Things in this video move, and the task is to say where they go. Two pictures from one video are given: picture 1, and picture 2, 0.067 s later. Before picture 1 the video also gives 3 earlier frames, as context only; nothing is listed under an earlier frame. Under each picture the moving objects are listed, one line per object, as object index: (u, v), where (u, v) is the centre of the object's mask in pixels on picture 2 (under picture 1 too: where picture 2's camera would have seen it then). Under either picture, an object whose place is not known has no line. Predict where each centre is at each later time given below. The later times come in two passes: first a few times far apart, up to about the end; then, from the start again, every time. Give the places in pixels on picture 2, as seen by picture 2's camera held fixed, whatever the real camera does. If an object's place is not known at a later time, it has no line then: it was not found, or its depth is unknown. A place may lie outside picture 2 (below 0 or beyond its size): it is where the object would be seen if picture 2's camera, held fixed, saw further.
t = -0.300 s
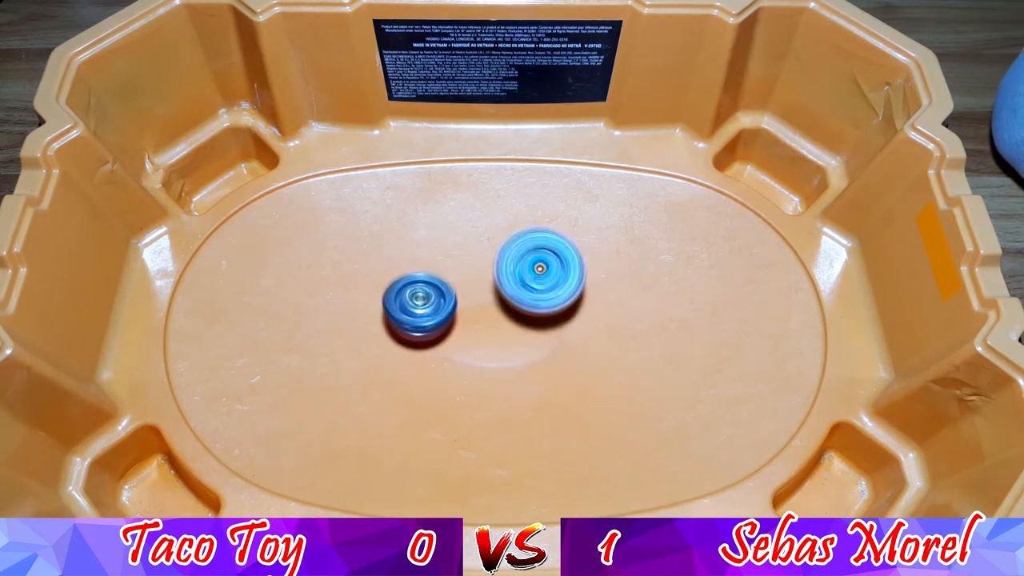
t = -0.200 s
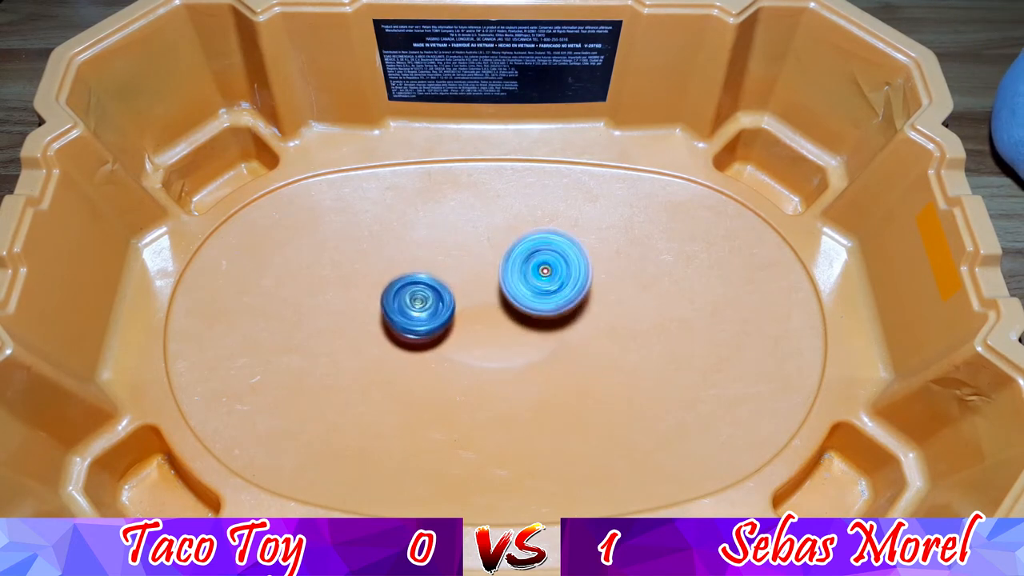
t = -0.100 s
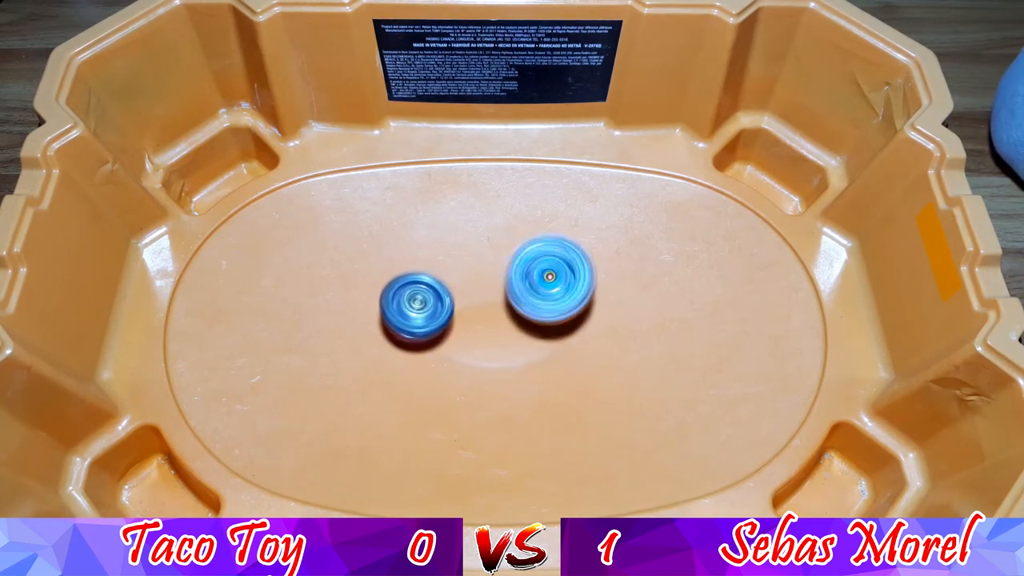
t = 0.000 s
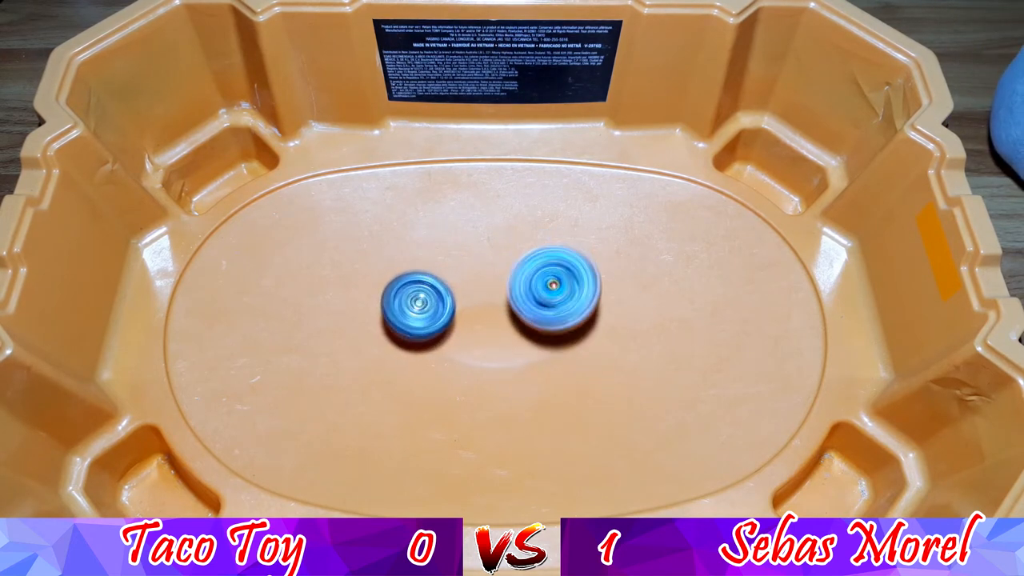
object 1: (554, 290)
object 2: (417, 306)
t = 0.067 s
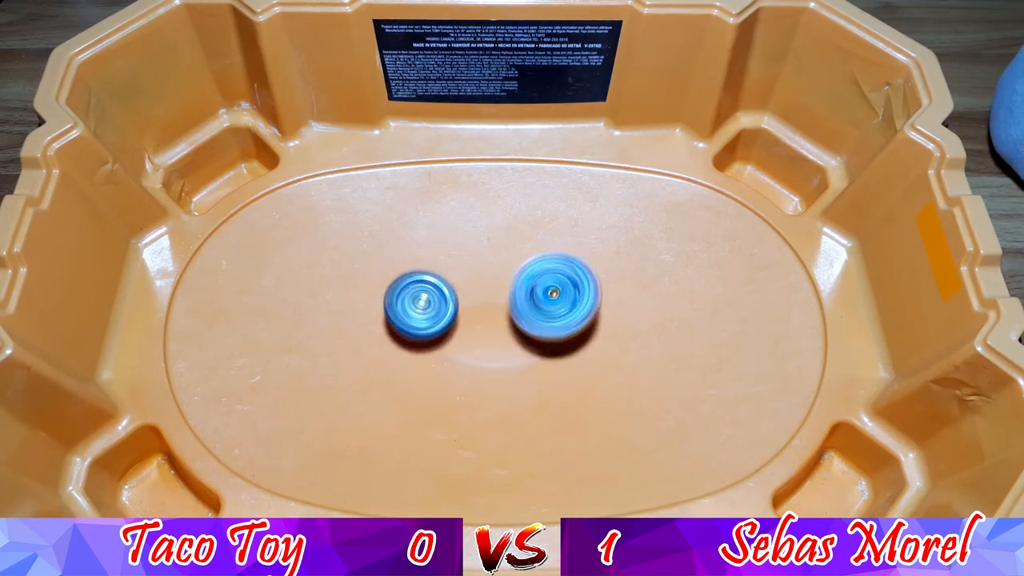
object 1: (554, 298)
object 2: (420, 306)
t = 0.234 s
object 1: (551, 318)
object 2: (432, 306)
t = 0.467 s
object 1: (541, 329)
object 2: (450, 310)
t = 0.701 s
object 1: (547, 338)
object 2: (453, 310)
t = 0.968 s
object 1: (555, 329)
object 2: (459, 314)
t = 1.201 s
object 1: (571, 320)
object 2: (459, 315)
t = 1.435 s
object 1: (567, 314)
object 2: (461, 311)
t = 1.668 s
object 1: (560, 316)
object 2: (467, 305)
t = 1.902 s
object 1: (564, 326)
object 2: (467, 295)
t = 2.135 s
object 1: (561, 319)
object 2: (466, 292)
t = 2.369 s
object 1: (563, 316)
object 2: (465, 288)
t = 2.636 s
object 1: (567, 309)
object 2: (469, 291)
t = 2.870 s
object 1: (566, 305)
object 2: (473, 291)
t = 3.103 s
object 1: (583, 313)
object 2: (444, 282)
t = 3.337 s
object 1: (570, 314)
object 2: (449, 293)
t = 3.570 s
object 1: (554, 313)
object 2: (456, 302)
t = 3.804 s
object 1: (552, 305)
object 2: (467, 298)
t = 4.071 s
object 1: (571, 298)
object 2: (456, 294)
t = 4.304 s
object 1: (570, 301)
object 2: (437, 283)
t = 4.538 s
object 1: (556, 311)
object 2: (454, 289)
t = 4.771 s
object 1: (577, 324)
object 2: (469, 288)
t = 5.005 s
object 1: (575, 326)
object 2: (475, 292)
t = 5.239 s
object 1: (566, 313)
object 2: (477, 294)
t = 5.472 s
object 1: (574, 326)
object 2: (465, 277)
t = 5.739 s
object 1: (582, 334)
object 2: (435, 237)
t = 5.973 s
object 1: (571, 321)
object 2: (450, 263)
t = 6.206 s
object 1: (584, 318)
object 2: (470, 317)
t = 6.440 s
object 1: (617, 321)
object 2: (419, 331)
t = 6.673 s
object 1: (581, 315)
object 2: (422, 320)
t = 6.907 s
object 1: (570, 285)
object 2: (462, 302)
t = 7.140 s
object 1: (622, 305)
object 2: (487, 292)
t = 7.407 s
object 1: (666, 310)
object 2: (496, 299)
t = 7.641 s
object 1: (617, 321)
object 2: (496, 302)
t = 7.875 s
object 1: (583, 310)
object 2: (484, 290)
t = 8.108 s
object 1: (571, 314)
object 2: (487, 262)
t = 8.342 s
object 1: (575, 329)
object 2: (489, 261)
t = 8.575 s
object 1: (558, 337)
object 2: (484, 262)
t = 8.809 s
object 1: (562, 326)
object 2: (478, 280)
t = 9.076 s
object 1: (542, 330)
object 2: (460, 285)
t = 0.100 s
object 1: (554, 303)
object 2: (422, 306)
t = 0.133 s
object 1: (553, 308)
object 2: (424, 305)
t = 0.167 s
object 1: (552, 312)
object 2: (427, 306)
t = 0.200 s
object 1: (551, 315)
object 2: (429, 306)
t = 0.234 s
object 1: (551, 318)
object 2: (432, 306)
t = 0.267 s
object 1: (550, 321)
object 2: (434, 307)
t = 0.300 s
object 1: (549, 324)
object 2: (438, 308)
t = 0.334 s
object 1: (547, 326)
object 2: (440, 309)
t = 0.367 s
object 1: (545, 328)
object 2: (443, 309)
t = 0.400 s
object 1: (544, 329)
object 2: (445, 309)
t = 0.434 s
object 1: (543, 330)
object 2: (448, 310)
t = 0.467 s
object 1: (541, 329)
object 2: (450, 310)
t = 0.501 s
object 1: (540, 331)
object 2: (453, 311)
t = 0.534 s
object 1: (538, 331)
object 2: (455, 312)
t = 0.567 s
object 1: (539, 331)
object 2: (454, 312)
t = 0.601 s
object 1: (543, 334)
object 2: (452, 311)
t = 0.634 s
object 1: (545, 336)
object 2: (451, 310)
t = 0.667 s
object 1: (547, 337)
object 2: (452, 310)
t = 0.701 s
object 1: (547, 338)
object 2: (453, 310)
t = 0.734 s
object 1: (549, 337)
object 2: (454, 310)
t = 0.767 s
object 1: (549, 336)
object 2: (455, 310)
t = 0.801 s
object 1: (549, 335)
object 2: (456, 311)
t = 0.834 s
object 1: (550, 334)
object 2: (457, 311)
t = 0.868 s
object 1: (551, 333)
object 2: (458, 312)
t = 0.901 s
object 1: (552, 332)
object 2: (458, 313)
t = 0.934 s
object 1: (553, 331)
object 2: (459, 313)
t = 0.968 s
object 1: (555, 329)
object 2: (459, 314)
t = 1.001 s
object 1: (558, 326)
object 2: (459, 315)
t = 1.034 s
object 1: (561, 326)
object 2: (459, 315)
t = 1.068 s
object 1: (565, 325)
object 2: (459, 315)
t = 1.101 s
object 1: (567, 324)
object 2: (459, 316)
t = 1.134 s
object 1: (569, 323)
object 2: (459, 316)
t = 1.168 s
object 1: (570, 322)
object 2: (459, 316)
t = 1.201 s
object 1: (571, 320)
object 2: (459, 315)
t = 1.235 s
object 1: (571, 318)
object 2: (459, 315)
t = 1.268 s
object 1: (571, 318)
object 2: (459, 314)
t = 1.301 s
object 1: (572, 316)
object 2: (459, 314)
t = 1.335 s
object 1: (570, 316)
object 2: (459, 313)
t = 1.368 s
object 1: (569, 315)
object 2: (460, 312)
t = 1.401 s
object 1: (567, 315)
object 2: (460, 311)
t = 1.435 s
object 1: (567, 314)
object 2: (461, 311)
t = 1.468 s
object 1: (566, 313)
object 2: (462, 310)
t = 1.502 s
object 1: (565, 314)
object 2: (462, 309)
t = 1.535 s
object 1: (565, 313)
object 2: (463, 308)
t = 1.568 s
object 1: (563, 314)
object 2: (464, 308)
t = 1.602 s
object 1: (562, 315)
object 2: (465, 306)
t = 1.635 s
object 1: (561, 316)
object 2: (466, 306)
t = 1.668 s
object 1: (560, 316)
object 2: (467, 305)
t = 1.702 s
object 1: (558, 317)
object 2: (469, 305)
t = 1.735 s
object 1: (558, 317)
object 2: (471, 304)
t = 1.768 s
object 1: (558, 318)
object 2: (472, 303)
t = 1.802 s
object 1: (557, 318)
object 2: (473, 303)
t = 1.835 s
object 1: (560, 321)
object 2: (471, 301)
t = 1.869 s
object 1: (563, 324)
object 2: (469, 298)
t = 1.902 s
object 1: (564, 326)
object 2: (467, 295)
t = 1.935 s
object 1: (563, 326)
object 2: (467, 295)
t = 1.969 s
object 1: (563, 324)
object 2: (467, 294)
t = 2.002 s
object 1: (562, 323)
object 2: (467, 294)
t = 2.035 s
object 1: (563, 321)
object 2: (467, 294)
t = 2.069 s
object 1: (562, 321)
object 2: (466, 293)
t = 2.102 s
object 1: (562, 321)
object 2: (467, 293)
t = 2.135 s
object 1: (561, 319)
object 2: (466, 292)
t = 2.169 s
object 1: (561, 319)
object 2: (466, 291)
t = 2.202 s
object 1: (561, 318)
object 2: (466, 290)
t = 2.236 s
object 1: (561, 319)
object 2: (466, 290)
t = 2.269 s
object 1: (561, 318)
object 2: (466, 289)
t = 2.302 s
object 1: (562, 318)
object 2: (465, 288)
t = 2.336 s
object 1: (563, 317)
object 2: (465, 288)
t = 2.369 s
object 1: (563, 316)
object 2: (465, 288)
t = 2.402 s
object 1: (565, 315)
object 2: (465, 288)
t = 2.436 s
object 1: (565, 315)
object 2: (465, 288)
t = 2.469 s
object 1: (566, 314)
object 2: (465, 288)
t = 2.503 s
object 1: (566, 313)
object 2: (466, 288)
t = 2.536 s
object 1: (567, 312)
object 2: (466, 289)
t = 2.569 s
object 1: (567, 311)
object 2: (467, 289)
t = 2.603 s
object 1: (567, 310)
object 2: (468, 290)
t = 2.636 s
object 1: (567, 309)
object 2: (469, 291)
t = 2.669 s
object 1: (566, 308)
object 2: (470, 291)
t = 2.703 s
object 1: (566, 306)
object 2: (472, 291)
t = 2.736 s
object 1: (565, 305)
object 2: (474, 292)
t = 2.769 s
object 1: (564, 304)
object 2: (475, 292)
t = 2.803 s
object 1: (562, 303)
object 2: (476, 293)
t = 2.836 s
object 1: (562, 302)
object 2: (478, 293)
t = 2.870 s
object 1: (566, 305)
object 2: (473, 291)
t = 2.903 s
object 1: (572, 307)
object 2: (462, 288)
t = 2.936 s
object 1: (578, 308)
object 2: (453, 285)
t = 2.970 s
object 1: (581, 310)
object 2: (450, 283)
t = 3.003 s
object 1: (583, 311)
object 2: (446, 282)
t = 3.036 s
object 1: (584, 312)
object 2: (445, 282)
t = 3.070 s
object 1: (583, 312)
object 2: (445, 282)
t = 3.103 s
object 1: (583, 313)
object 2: (444, 282)
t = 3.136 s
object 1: (582, 313)
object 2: (444, 283)
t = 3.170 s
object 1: (581, 312)
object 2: (446, 285)
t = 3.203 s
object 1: (580, 313)
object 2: (445, 286)
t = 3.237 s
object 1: (579, 313)
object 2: (446, 288)
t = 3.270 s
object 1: (576, 313)
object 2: (448, 290)
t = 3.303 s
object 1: (573, 315)
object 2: (448, 291)
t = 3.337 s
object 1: (570, 314)
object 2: (449, 293)
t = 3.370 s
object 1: (566, 315)
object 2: (451, 295)
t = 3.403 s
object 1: (563, 313)
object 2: (451, 296)
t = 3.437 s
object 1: (560, 313)
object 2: (451, 298)
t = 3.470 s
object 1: (558, 313)
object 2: (453, 300)
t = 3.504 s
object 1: (556, 313)
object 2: (454, 300)
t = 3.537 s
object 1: (555, 313)
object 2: (455, 302)
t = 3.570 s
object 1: (554, 313)
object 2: (456, 302)
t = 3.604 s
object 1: (553, 312)
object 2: (457, 300)
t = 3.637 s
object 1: (553, 311)
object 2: (458, 301)
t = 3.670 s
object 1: (552, 310)
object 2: (460, 300)
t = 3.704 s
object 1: (552, 309)
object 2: (462, 299)
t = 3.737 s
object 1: (552, 308)
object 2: (463, 299)
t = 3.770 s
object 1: (552, 306)
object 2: (466, 297)
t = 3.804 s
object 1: (552, 305)
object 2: (467, 298)
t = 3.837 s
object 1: (553, 303)
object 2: (469, 298)
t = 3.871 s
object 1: (555, 302)
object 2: (471, 298)
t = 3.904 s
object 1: (557, 300)
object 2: (472, 299)
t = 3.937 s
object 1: (558, 298)
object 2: (473, 299)
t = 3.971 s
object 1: (561, 298)
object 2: (472, 298)
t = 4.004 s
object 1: (565, 298)
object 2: (466, 297)
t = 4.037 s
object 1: (569, 299)
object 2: (459, 295)
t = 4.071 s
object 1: (571, 298)
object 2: (456, 294)
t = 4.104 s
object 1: (572, 299)
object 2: (451, 293)
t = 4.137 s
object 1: (572, 299)
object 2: (446, 291)
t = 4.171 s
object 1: (572, 300)
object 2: (441, 288)
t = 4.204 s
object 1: (572, 300)
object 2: (438, 287)
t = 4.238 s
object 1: (571, 300)
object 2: (438, 286)
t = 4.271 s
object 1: (570, 300)
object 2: (437, 284)
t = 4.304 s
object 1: (570, 301)
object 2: (437, 283)
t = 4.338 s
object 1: (569, 303)
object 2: (439, 283)
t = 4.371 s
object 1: (568, 305)
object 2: (441, 283)
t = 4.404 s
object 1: (566, 307)
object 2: (443, 285)
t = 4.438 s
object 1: (564, 308)
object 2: (446, 286)
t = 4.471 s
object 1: (561, 310)
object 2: (448, 287)
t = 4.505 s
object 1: (558, 310)
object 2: (451, 290)
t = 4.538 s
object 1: (556, 311)
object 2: (454, 289)
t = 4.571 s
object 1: (554, 312)
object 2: (457, 291)
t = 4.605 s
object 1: (553, 311)
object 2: (462, 293)
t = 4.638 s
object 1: (553, 311)
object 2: (466, 294)
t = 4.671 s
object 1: (554, 313)
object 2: (469, 295)
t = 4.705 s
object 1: (562, 317)
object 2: (468, 290)
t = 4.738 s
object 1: (572, 321)
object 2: (467, 288)
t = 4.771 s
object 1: (577, 324)
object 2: (469, 288)
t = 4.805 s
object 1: (581, 326)
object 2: (470, 289)
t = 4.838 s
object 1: (582, 330)
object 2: (470, 290)
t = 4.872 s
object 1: (581, 328)
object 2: (471, 291)
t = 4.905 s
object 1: (580, 328)
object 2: (472, 292)
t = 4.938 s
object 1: (579, 327)
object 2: (473, 292)
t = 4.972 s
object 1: (578, 327)
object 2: (474, 292)
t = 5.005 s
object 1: (575, 326)
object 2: (475, 292)
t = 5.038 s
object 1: (573, 324)
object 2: (475, 293)
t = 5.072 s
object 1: (569, 323)
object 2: (476, 294)
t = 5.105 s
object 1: (567, 321)
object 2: (476, 294)
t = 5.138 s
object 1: (565, 319)
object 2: (476, 294)
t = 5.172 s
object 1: (565, 316)
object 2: (476, 294)
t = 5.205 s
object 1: (565, 314)
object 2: (477, 294)
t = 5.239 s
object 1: (566, 313)
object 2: (477, 294)
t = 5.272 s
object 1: (566, 313)
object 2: (478, 294)
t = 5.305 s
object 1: (565, 312)
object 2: (478, 294)
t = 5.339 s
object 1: (564, 312)
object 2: (478, 293)
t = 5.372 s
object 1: (563, 312)
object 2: (479, 293)
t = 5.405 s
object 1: (561, 312)
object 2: (479, 292)
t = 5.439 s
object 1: (564, 316)
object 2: (476, 288)
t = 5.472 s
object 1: (574, 326)
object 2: (465, 277)
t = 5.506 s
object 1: (581, 333)
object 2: (455, 268)
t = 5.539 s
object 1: (584, 339)
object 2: (448, 260)
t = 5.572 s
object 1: (585, 340)
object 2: (444, 253)
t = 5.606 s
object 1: (587, 339)
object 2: (439, 247)
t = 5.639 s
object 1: (586, 338)
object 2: (437, 241)
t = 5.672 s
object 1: (583, 338)
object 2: (435, 238)
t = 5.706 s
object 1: (582, 336)
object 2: (435, 237)
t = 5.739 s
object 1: (582, 334)
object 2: (435, 237)
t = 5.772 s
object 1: (583, 333)
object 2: (435, 239)
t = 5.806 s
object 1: (582, 331)
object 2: (434, 241)
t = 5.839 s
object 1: (579, 331)
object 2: (434, 245)
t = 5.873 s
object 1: (578, 328)
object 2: (436, 247)
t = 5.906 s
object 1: (574, 329)
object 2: (439, 253)
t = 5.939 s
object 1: (573, 324)
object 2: (443, 256)
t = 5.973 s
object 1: (571, 321)
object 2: (450, 263)
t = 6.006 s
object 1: (569, 318)
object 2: (456, 270)
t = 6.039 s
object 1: (568, 314)
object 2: (465, 279)
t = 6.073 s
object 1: (566, 313)
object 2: (471, 289)
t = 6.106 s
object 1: (566, 312)
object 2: (478, 299)
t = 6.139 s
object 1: (567, 310)
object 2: (484, 309)
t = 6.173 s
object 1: (579, 315)
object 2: (479, 313)
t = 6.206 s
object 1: (584, 318)
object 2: (470, 317)
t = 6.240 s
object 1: (596, 314)
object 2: (462, 321)
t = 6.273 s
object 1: (603, 320)
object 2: (455, 324)
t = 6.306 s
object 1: (608, 318)
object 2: (447, 328)
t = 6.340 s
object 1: (615, 316)
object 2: (439, 330)
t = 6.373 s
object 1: (615, 320)
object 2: (430, 332)
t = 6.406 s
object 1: (615, 322)
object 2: (425, 331)
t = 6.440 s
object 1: (617, 321)
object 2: (419, 331)
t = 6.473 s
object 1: (614, 322)
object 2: (414, 331)
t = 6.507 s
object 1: (609, 323)
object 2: (413, 330)
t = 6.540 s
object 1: (606, 324)
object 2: (411, 328)
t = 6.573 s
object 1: (600, 323)
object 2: (413, 326)
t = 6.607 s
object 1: (593, 322)
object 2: (415, 321)
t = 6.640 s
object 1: (587, 320)
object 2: (416, 320)
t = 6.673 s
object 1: (581, 315)
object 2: (422, 320)
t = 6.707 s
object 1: (574, 310)
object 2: (425, 315)
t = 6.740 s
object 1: (570, 305)
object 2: (431, 313)
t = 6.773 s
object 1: (568, 299)
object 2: (435, 311)
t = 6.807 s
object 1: (566, 293)
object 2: (441, 306)
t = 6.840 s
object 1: (567, 289)
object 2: (449, 307)
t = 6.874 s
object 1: (568, 287)
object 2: (452, 306)
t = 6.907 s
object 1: (570, 285)
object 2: (462, 302)
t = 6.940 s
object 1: (570, 288)
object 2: (472, 302)
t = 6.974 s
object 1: (568, 289)
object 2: (481, 303)
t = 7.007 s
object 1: (575, 292)
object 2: (485, 303)
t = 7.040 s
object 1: (583, 298)
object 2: (482, 299)
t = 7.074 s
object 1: (599, 298)
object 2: (481, 295)
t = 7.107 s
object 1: (612, 303)
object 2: (483, 294)
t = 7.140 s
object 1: (622, 305)
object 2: (487, 292)
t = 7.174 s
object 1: (634, 306)
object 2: (489, 293)
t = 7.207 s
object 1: (643, 306)
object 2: (493, 295)
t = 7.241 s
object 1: (653, 306)
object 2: (495, 296)
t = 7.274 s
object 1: (659, 308)
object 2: (495, 297)
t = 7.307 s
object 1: (665, 307)
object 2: (495, 299)
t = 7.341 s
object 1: (667, 308)
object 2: (494, 300)
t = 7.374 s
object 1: (667, 309)
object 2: (494, 298)
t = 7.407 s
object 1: (666, 310)
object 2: (496, 299)
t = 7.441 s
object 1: (664, 311)
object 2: (496, 300)
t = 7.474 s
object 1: (661, 313)
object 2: (494, 301)
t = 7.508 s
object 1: (655, 318)
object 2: (494, 303)
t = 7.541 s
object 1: (648, 322)
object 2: (496, 303)
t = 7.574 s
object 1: (637, 324)
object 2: (495, 303)
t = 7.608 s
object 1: (627, 323)
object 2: (494, 303)
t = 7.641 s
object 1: (617, 321)
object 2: (496, 302)
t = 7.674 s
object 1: (608, 318)
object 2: (496, 302)
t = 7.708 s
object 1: (594, 312)
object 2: (497, 301)
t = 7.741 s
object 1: (584, 307)
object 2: (497, 300)
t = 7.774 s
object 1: (576, 303)
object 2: (495, 299)
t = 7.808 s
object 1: (574, 301)
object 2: (495, 298)
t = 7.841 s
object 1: (580, 305)
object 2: (487, 293)
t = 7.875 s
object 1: (583, 310)
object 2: (484, 290)
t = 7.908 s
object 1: (582, 310)
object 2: (482, 284)
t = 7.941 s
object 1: (580, 308)
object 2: (481, 279)
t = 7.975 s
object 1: (577, 306)
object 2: (481, 274)
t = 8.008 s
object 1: (576, 306)
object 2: (481, 268)
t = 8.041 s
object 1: (576, 310)
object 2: (484, 265)
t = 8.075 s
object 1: (573, 313)
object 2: (486, 262)
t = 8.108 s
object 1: (571, 314)
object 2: (487, 262)
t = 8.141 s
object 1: (569, 315)
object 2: (490, 260)
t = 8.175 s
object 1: (567, 316)
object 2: (492, 261)
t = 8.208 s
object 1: (562, 316)
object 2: (493, 264)
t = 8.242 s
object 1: (558, 313)
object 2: (495, 265)
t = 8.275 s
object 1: (561, 311)
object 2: (495, 269)
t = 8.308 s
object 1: (568, 319)
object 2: (494, 266)
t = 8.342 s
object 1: (575, 329)
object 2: (489, 261)
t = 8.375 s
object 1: (581, 336)
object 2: (487, 257)
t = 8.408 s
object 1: (584, 342)
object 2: (486, 257)
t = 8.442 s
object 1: (583, 345)
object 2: (483, 257)
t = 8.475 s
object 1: (576, 347)
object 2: (483, 258)
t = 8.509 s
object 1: (568, 346)
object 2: (481, 261)
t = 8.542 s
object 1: (561, 341)
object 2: (482, 260)
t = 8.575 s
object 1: (558, 337)
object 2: (484, 262)
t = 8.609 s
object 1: (557, 332)
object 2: (484, 263)
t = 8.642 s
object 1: (557, 330)
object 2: (484, 266)
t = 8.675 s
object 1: (557, 328)
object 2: (480, 270)
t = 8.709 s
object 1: (559, 325)
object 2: (477, 271)
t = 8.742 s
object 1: (561, 325)
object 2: (476, 274)
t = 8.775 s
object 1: (562, 326)
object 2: (477, 275)
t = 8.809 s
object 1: (562, 326)
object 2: (478, 280)
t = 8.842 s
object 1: (563, 325)
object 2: (475, 283)
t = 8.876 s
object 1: (563, 326)
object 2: (474, 285)
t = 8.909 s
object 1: (560, 327)
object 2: (472, 288)
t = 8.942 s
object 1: (556, 328)
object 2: (469, 289)
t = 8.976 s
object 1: (550, 329)
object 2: (467, 289)
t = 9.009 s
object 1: (545, 329)
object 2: (464, 289)
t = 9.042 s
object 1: (542, 330)
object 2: (461, 287)
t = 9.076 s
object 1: (542, 330)
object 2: (460, 285)
